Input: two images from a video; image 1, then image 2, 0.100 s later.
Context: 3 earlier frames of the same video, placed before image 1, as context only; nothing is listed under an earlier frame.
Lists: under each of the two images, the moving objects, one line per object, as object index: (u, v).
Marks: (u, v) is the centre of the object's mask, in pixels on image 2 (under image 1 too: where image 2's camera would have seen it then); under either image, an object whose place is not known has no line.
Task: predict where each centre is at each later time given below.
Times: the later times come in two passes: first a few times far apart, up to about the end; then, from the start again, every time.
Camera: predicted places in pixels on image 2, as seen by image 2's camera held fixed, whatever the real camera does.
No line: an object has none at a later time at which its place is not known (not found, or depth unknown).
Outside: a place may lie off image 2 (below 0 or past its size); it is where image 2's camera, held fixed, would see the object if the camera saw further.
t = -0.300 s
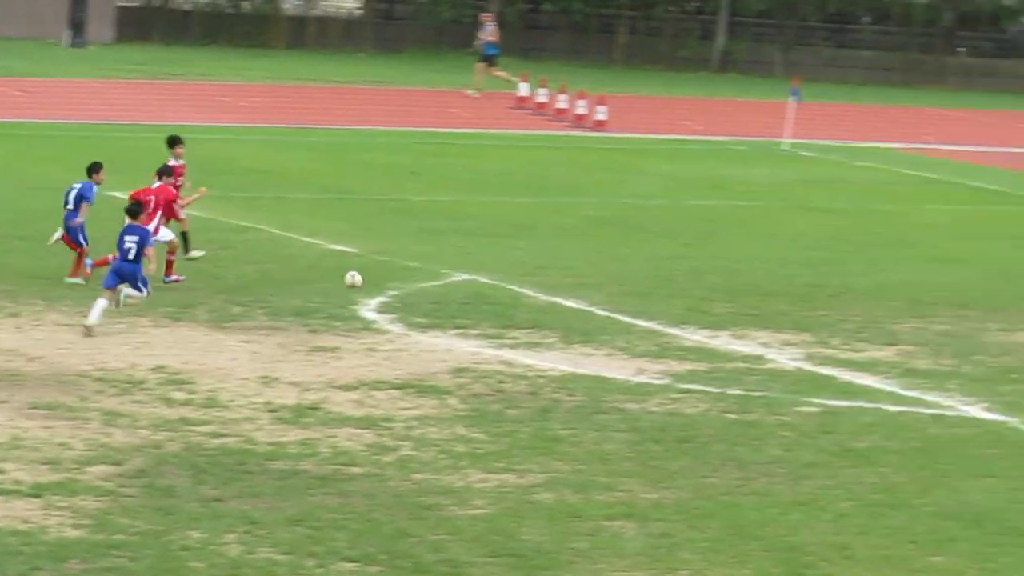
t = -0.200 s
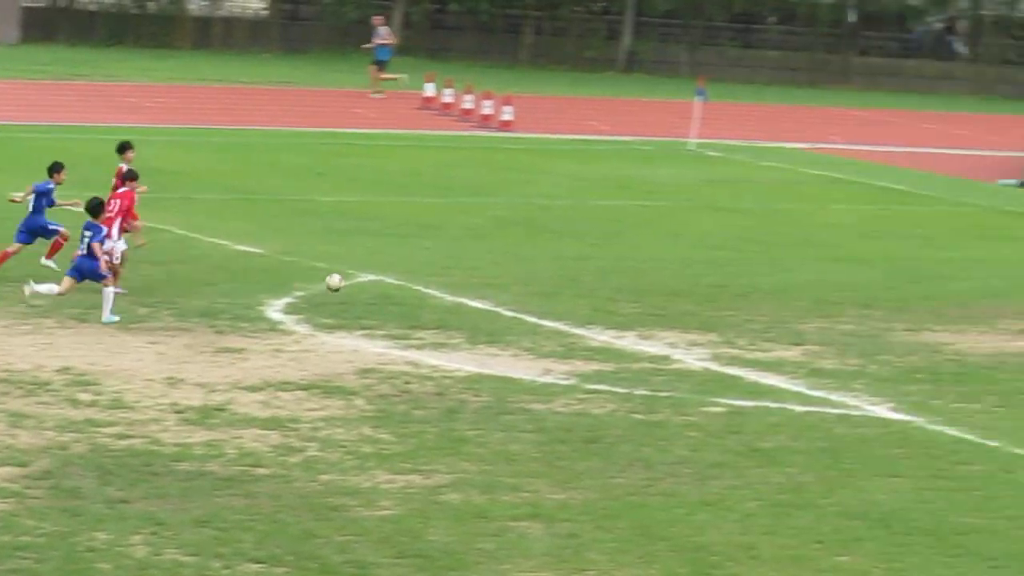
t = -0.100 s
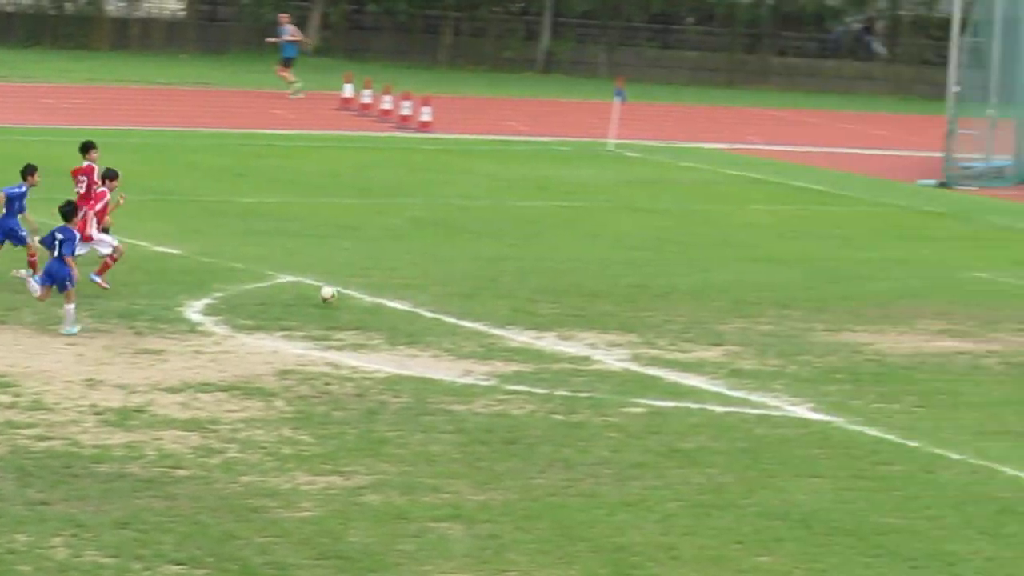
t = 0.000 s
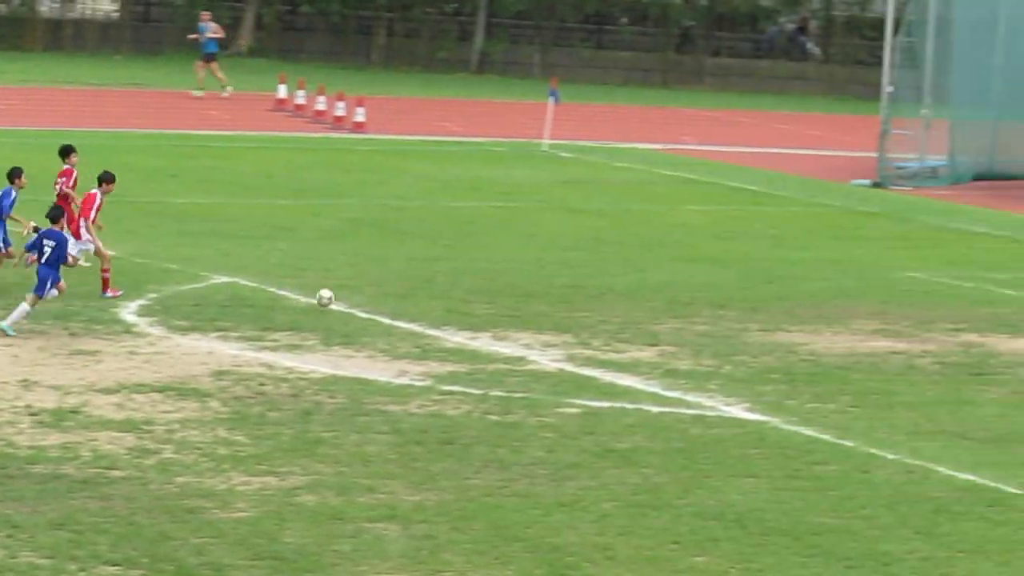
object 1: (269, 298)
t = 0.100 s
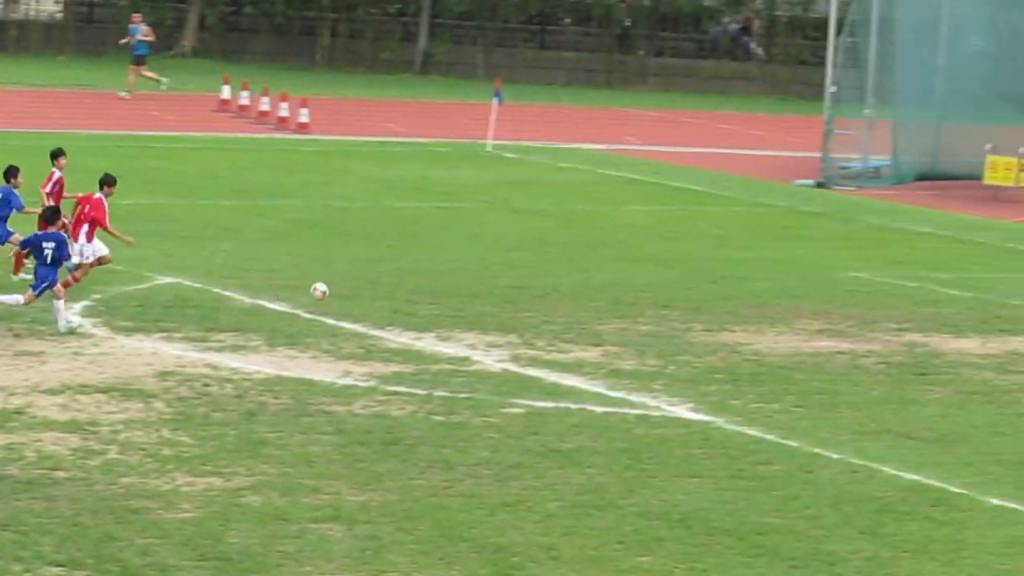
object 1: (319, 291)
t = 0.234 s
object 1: (384, 294)
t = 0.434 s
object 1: (480, 307)
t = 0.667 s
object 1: (590, 310)
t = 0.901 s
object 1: (694, 317)
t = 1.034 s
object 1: (752, 314)
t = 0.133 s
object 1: (336, 290)
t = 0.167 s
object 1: (352, 290)
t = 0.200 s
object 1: (368, 292)
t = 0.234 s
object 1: (384, 294)
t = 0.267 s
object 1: (400, 297)
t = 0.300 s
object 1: (416, 302)
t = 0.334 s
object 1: (431, 307)
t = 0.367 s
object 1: (448, 309)
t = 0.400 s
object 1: (463, 308)
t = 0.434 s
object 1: (480, 307)
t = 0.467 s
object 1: (496, 306)
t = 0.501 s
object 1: (512, 306)
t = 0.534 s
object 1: (528, 307)
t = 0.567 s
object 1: (544, 310)
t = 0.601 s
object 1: (559, 313)
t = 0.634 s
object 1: (574, 313)
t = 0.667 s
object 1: (590, 310)
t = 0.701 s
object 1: (605, 308)
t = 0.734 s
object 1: (621, 306)
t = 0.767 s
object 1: (635, 307)
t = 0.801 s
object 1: (650, 308)
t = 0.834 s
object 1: (665, 309)
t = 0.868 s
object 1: (679, 312)
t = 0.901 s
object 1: (694, 317)
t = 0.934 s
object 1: (708, 318)
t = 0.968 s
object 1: (723, 316)
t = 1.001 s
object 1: (738, 314)
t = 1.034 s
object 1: (752, 314)
